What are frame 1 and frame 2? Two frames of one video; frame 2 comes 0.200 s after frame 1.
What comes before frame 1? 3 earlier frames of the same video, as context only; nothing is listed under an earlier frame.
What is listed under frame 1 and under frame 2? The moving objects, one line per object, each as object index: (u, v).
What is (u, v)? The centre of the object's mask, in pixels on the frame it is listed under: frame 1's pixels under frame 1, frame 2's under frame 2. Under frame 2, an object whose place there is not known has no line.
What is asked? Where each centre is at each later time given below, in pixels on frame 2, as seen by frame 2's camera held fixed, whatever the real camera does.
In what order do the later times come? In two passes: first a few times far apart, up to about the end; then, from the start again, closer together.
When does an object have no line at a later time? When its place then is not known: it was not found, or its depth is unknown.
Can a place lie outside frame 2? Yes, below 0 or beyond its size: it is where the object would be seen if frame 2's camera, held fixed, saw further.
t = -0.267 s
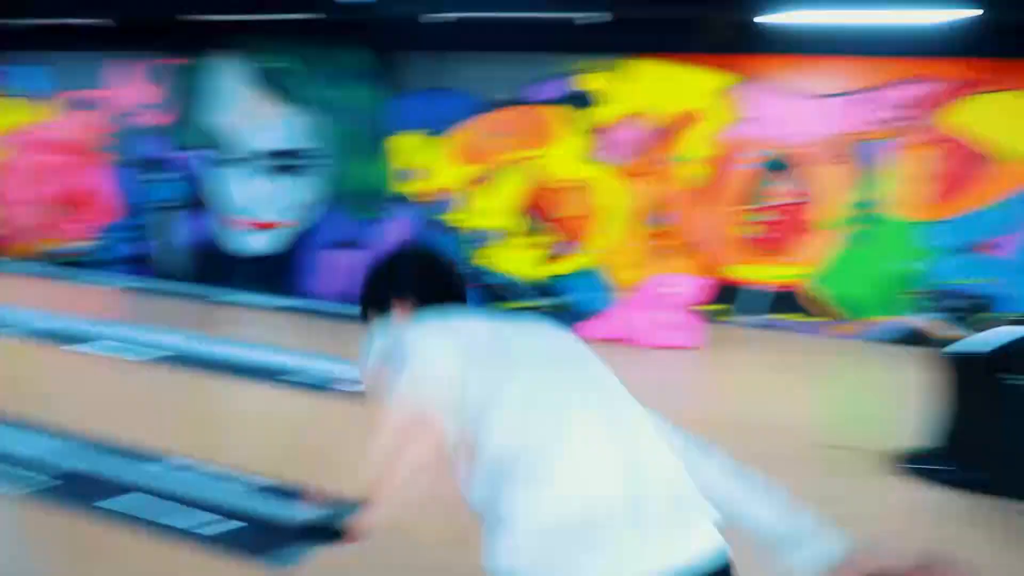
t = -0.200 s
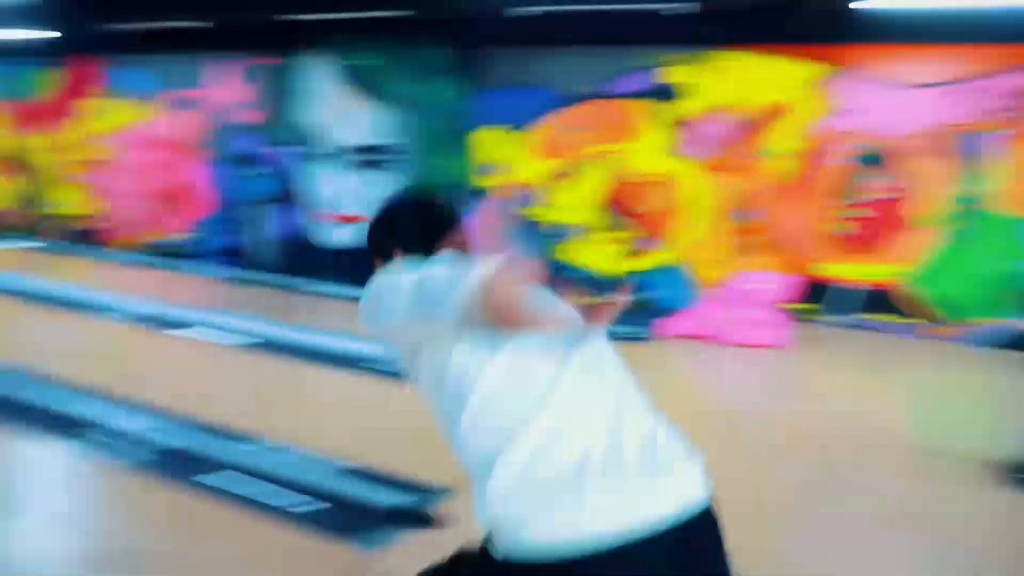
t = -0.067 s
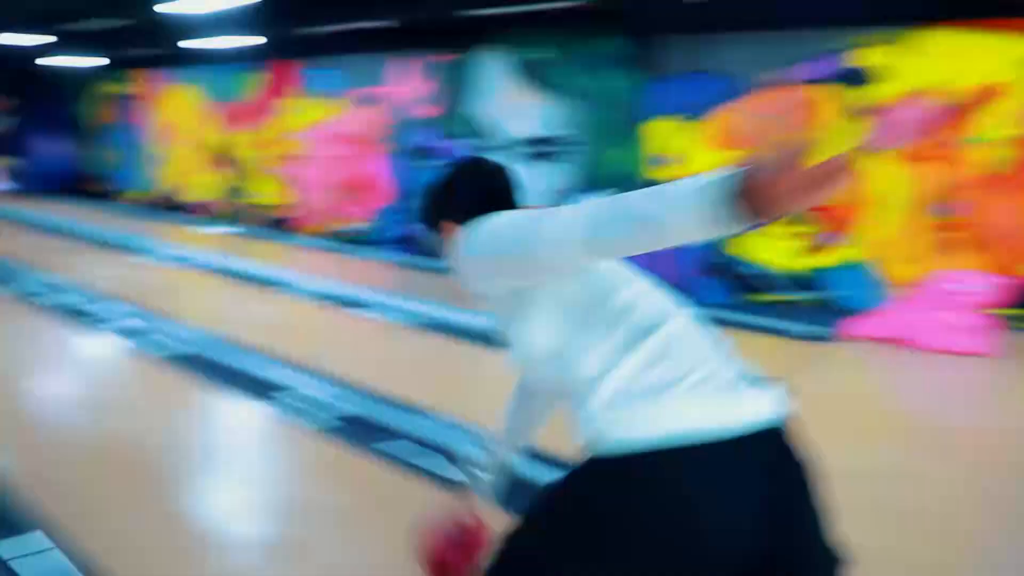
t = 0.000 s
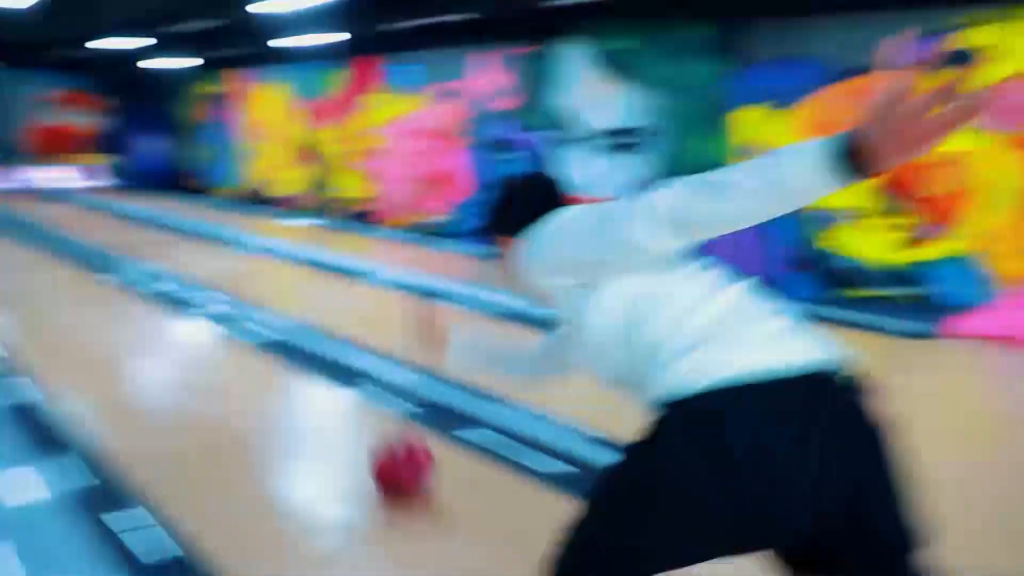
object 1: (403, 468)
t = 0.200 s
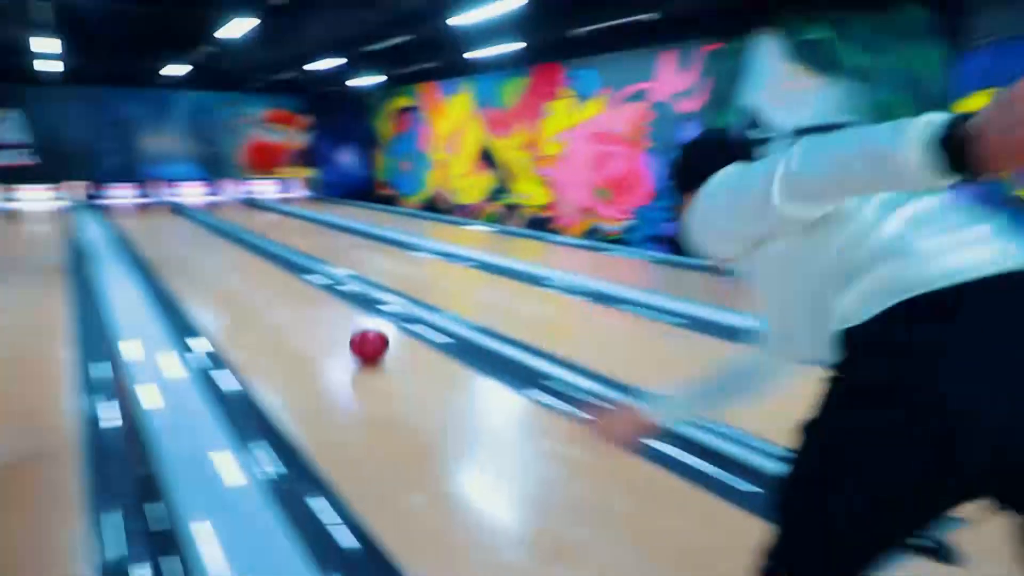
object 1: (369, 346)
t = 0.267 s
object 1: (331, 322)
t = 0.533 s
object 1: (244, 267)
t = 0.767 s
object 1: (204, 243)
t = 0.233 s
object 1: (348, 333)
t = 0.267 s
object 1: (331, 322)
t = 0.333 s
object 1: (302, 304)
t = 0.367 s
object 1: (290, 296)
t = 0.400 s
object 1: (280, 289)
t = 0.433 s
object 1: (269, 283)
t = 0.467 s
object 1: (260, 277)
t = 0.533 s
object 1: (244, 267)
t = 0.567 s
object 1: (237, 263)
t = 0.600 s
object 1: (231, 260)
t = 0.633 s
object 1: (225, 256)
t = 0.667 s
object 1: (219, 253)
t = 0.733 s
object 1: (209, 246)
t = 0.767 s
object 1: (204, 243)
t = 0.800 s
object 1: (200, 241)
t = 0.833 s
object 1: (196, 239)
